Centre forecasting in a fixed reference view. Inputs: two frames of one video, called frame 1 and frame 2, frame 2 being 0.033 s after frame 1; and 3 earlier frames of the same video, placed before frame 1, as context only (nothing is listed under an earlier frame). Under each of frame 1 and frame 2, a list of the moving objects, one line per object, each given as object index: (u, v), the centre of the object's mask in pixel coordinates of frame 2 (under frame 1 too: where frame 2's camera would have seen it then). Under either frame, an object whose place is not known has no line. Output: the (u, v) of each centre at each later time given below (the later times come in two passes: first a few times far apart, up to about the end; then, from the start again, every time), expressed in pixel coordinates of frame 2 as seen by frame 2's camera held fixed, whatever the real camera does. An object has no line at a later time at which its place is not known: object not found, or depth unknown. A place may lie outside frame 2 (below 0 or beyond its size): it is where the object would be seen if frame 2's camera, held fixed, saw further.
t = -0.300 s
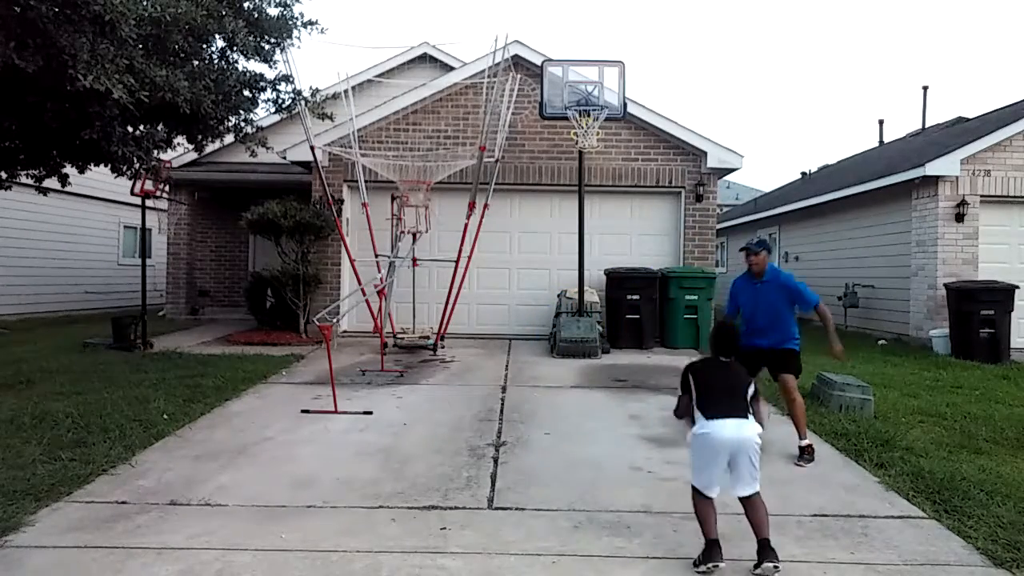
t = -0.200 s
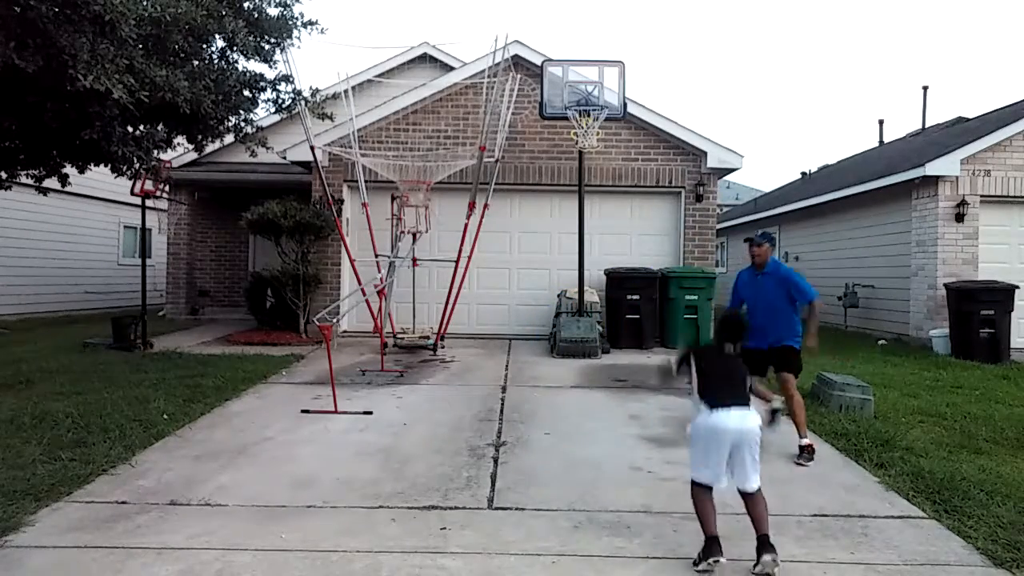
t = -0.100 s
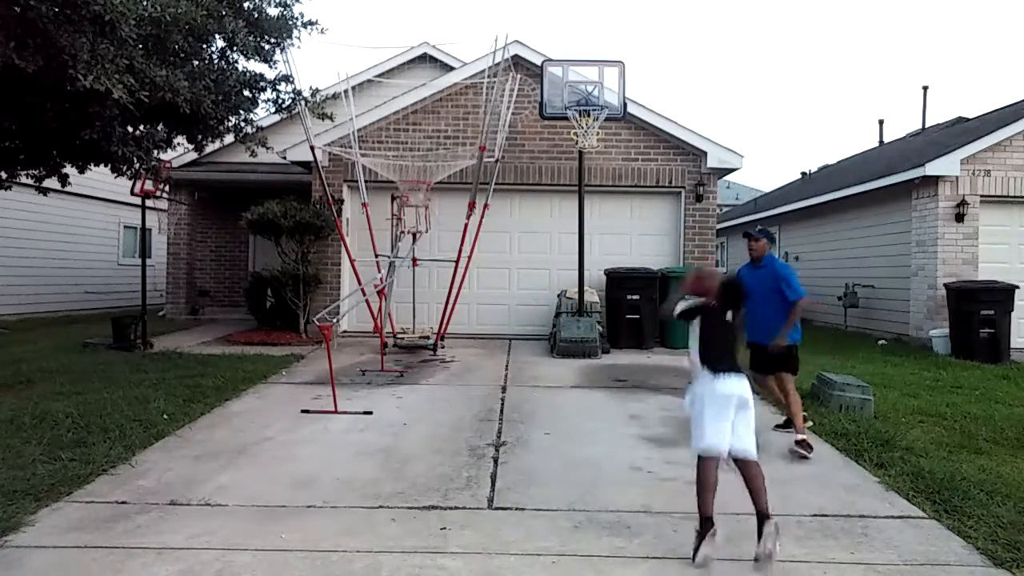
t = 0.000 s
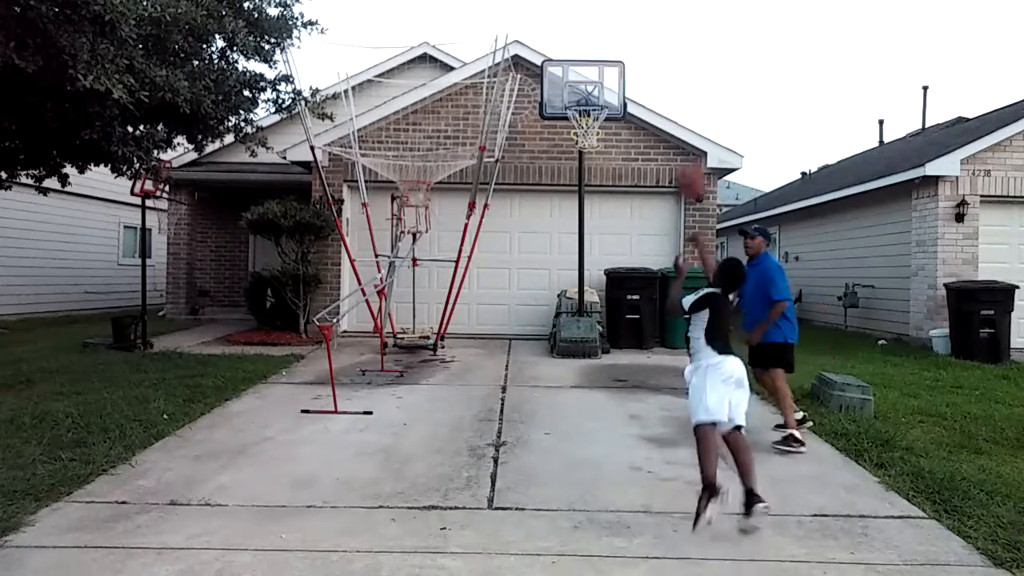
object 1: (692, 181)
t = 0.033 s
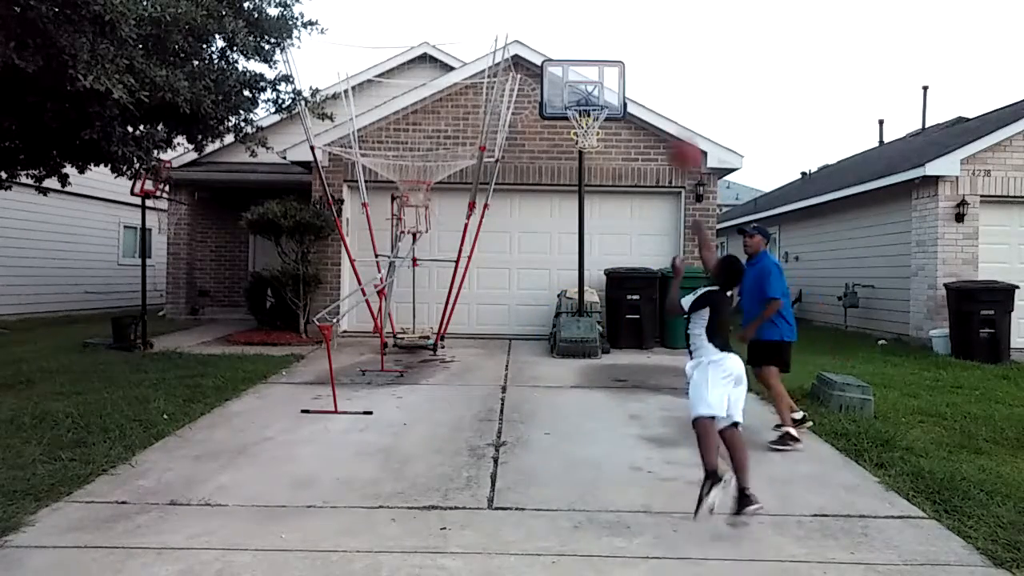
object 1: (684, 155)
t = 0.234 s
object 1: (654, 37)
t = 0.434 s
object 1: (631, 3)
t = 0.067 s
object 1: (676, 131)
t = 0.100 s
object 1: (672, 103)
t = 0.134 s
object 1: (667, 83)
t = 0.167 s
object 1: (662, 65)
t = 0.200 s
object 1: (658, 49)
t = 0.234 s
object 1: (654, 37)
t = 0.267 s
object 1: (650, 26)
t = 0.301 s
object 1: (646, 16)
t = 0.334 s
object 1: (642, 10)
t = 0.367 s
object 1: (638, 7)
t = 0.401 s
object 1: (634, 5)
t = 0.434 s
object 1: (631, 3)
